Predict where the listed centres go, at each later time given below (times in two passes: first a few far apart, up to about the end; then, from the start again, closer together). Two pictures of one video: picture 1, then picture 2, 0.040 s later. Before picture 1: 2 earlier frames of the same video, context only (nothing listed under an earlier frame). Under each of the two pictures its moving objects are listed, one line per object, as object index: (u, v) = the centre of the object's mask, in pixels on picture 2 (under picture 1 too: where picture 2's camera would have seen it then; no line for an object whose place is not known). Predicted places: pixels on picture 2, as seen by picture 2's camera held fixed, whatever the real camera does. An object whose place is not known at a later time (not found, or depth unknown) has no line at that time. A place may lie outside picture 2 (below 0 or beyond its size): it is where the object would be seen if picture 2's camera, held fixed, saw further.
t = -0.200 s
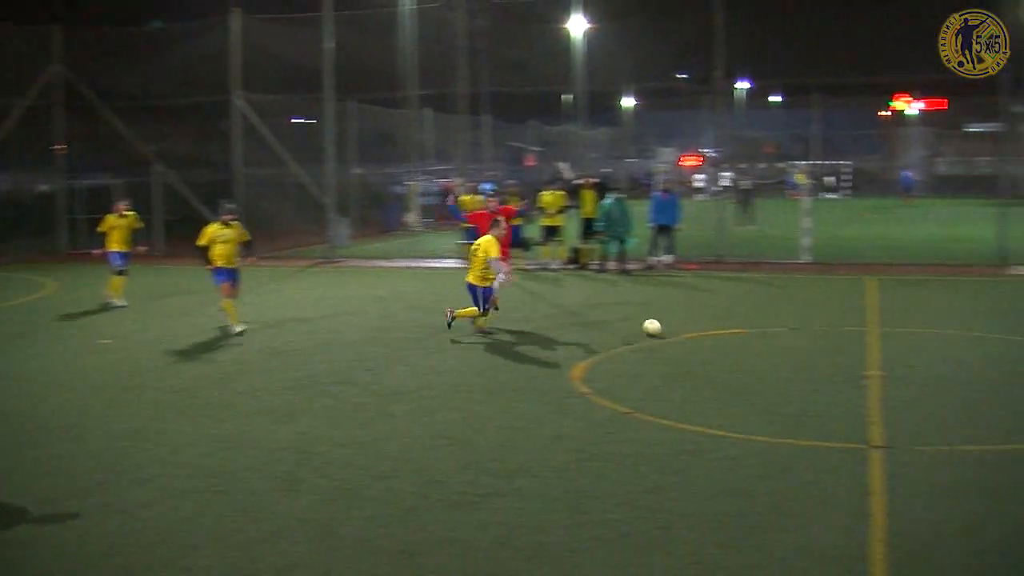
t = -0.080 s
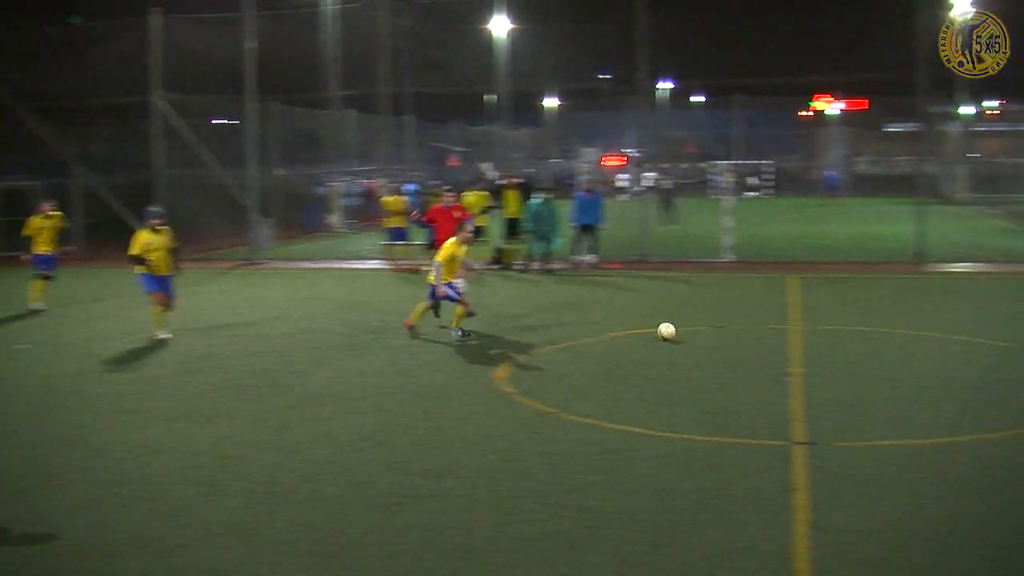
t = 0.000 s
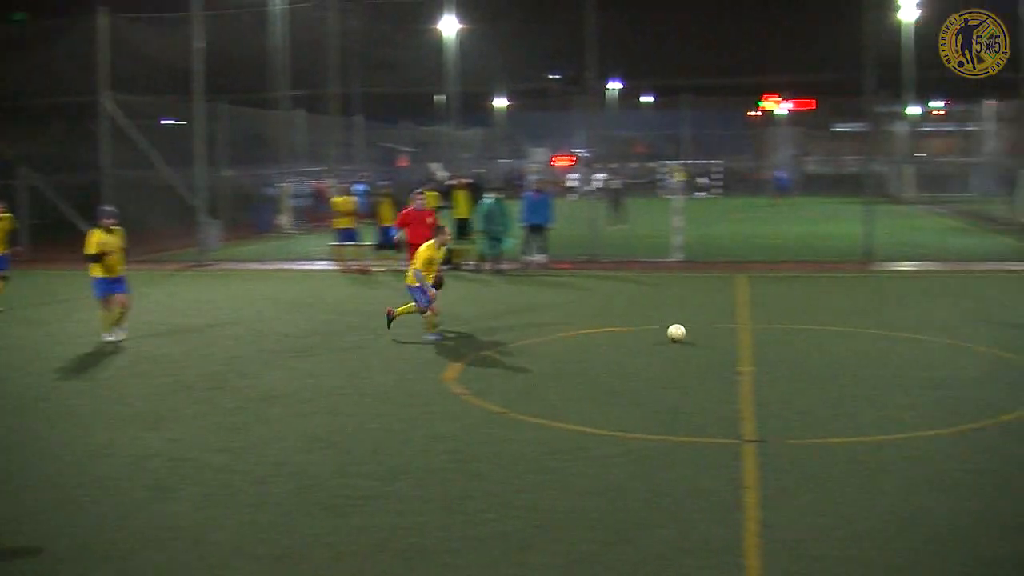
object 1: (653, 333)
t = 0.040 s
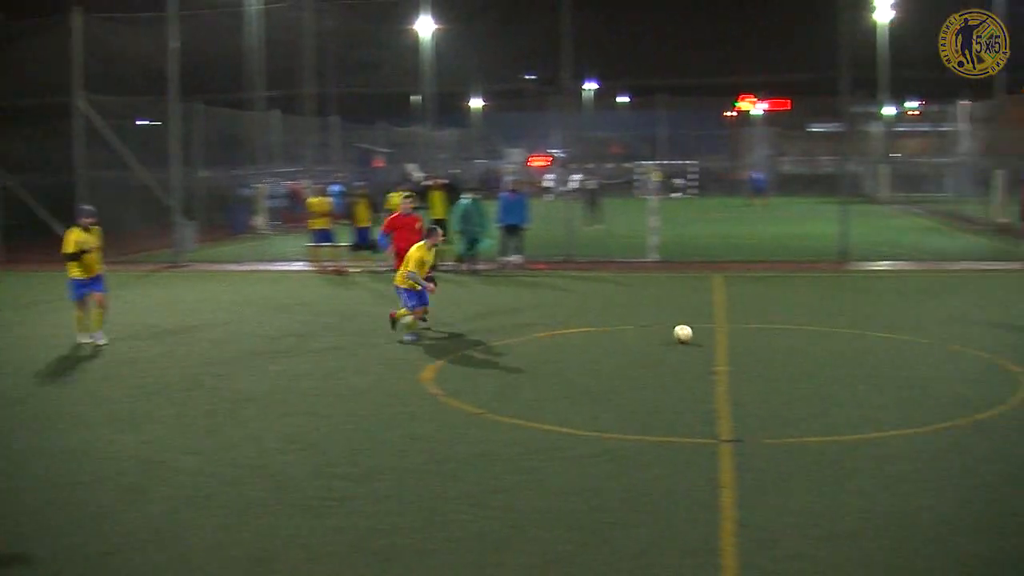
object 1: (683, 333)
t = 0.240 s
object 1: (829, 339)
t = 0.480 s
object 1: (1002, 345)
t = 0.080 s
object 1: (712, 335)
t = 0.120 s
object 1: (742, 335)
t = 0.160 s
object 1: (772, 337)
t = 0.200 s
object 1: (800, 338)
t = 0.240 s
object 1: (829, 339)
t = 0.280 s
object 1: (856, 341)
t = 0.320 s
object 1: (885, 342)
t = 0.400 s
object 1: (944, 344)
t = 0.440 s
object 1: (973, 344)
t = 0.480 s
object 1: (1002, 345)
